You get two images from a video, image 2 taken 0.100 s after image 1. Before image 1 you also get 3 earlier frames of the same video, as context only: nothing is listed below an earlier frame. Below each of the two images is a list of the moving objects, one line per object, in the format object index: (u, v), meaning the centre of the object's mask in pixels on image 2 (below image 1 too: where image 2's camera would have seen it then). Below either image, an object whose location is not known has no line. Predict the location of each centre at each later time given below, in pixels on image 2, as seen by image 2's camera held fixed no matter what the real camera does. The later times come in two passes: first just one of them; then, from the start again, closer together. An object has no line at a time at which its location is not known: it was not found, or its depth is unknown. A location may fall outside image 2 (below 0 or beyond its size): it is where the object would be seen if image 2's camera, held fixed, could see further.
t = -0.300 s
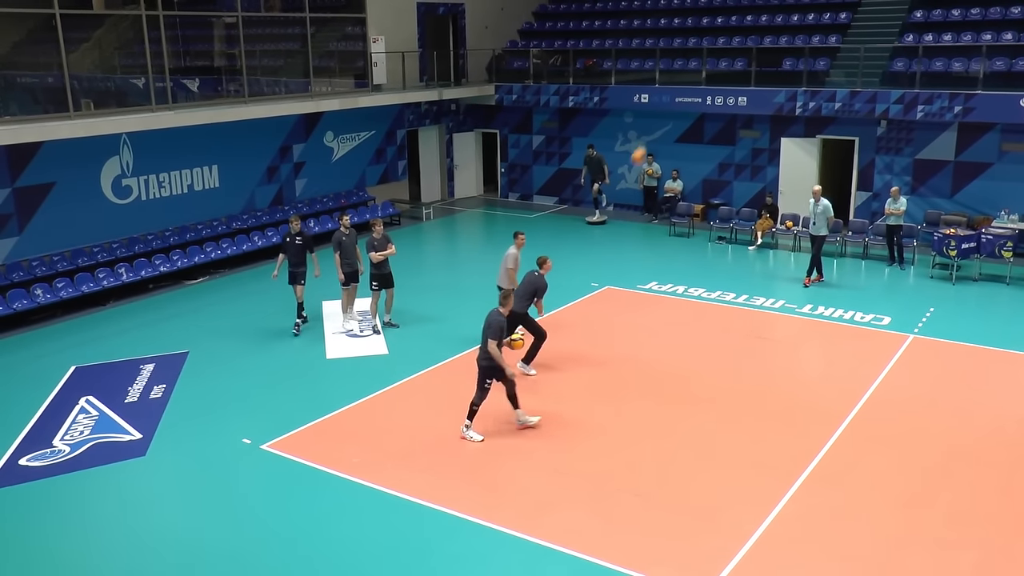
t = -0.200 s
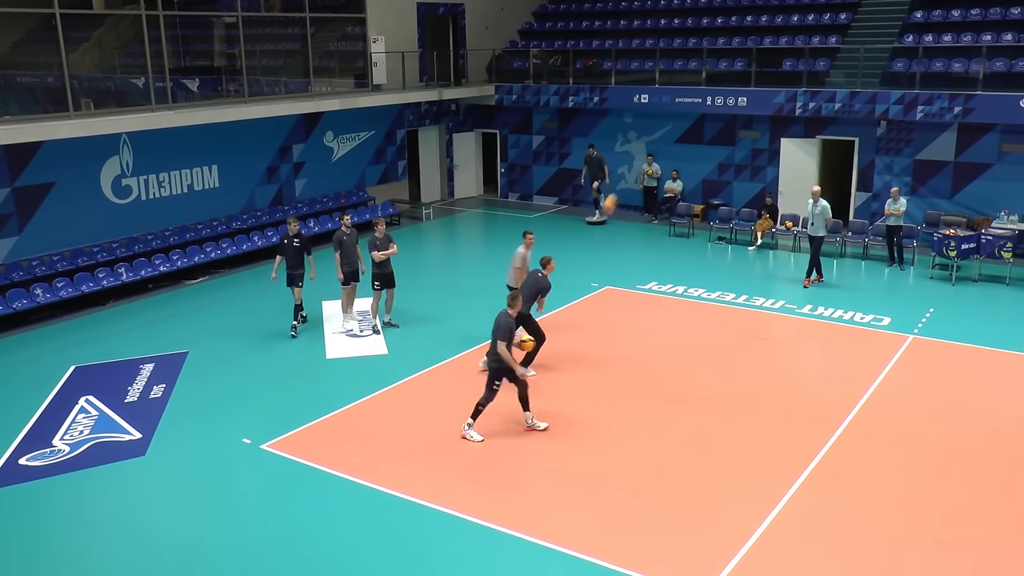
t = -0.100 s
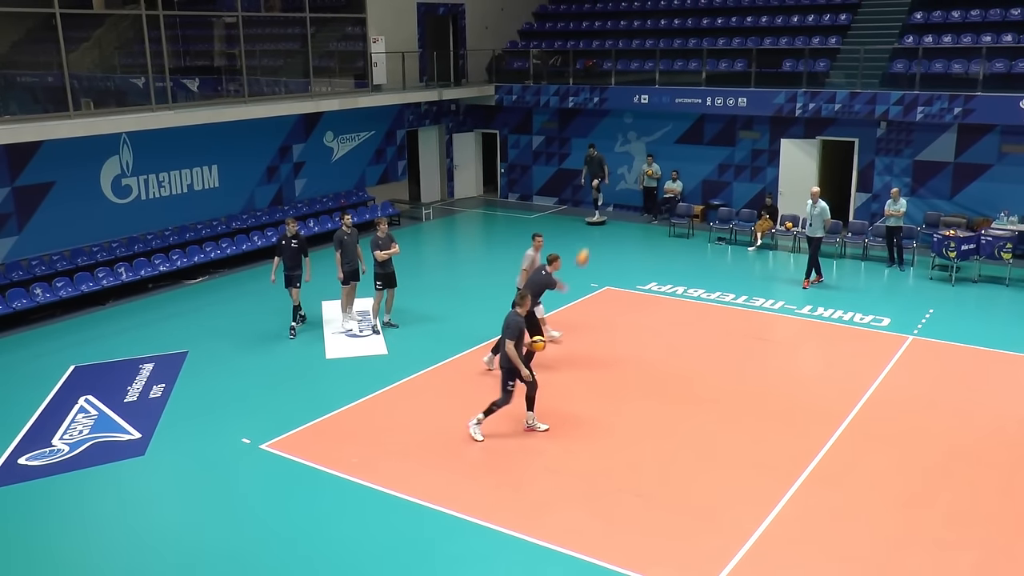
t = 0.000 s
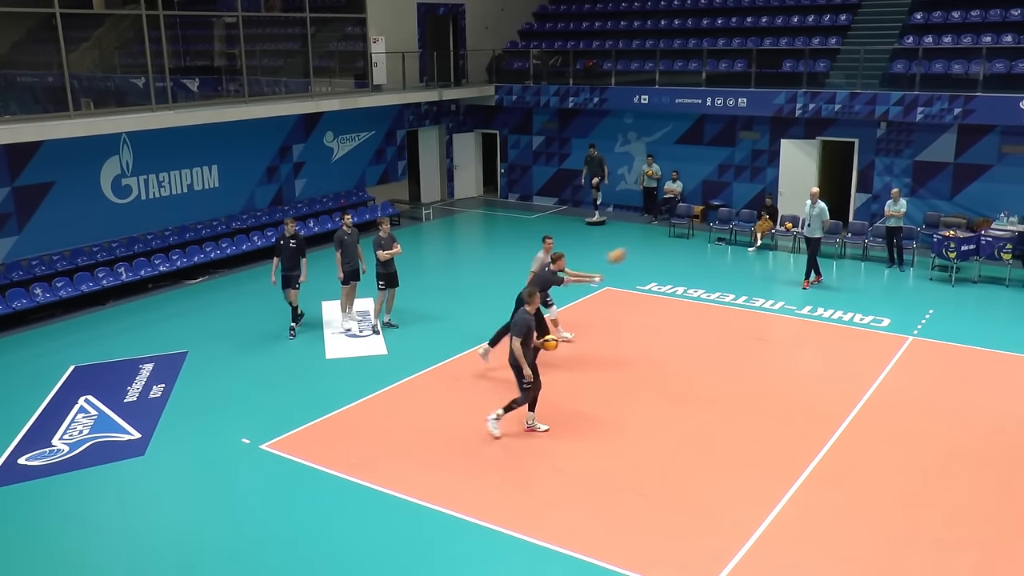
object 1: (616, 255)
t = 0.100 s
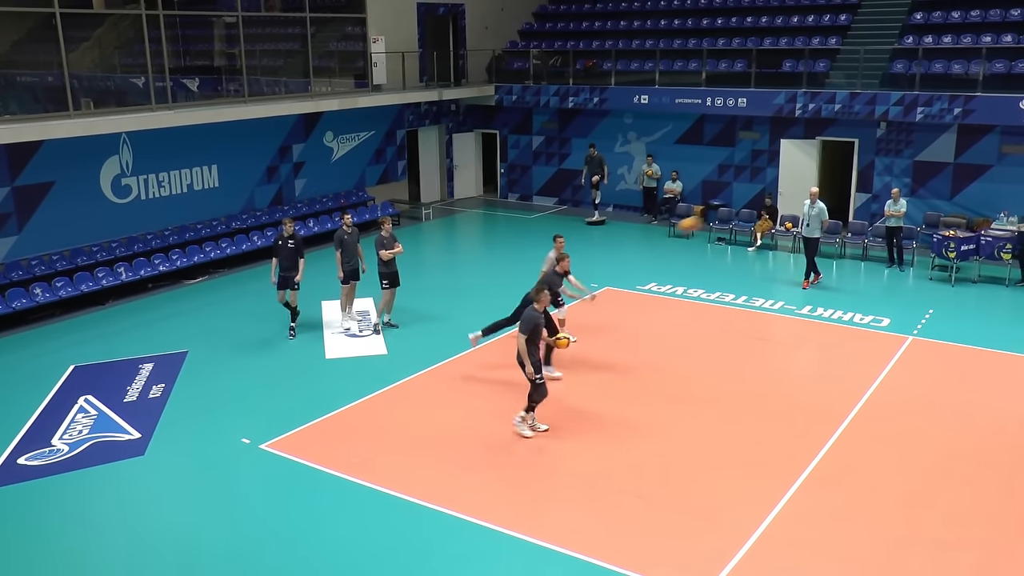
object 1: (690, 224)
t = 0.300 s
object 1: (857, 177)
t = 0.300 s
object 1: (857, 177)
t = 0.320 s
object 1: (875, 173)
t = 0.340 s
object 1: (894, 169)
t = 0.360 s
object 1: (913, 166)
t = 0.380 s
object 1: (933, 164)
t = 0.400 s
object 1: (954, 161)
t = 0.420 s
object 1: (974, 160)
